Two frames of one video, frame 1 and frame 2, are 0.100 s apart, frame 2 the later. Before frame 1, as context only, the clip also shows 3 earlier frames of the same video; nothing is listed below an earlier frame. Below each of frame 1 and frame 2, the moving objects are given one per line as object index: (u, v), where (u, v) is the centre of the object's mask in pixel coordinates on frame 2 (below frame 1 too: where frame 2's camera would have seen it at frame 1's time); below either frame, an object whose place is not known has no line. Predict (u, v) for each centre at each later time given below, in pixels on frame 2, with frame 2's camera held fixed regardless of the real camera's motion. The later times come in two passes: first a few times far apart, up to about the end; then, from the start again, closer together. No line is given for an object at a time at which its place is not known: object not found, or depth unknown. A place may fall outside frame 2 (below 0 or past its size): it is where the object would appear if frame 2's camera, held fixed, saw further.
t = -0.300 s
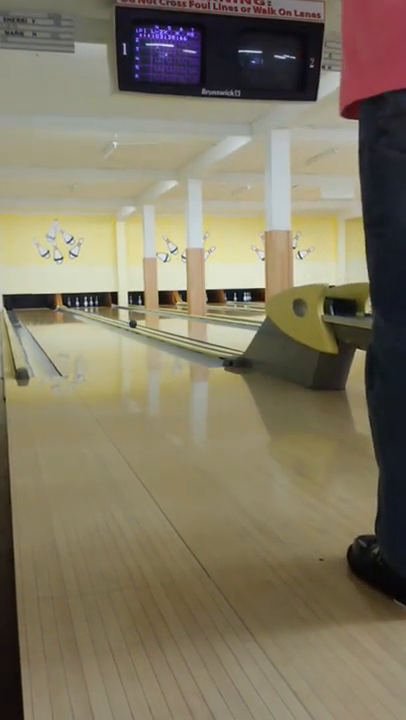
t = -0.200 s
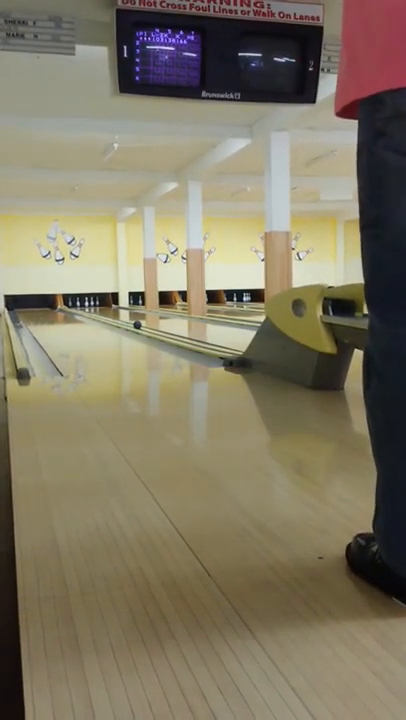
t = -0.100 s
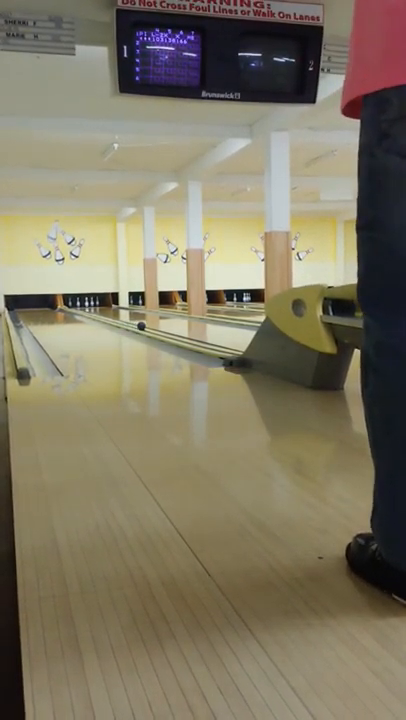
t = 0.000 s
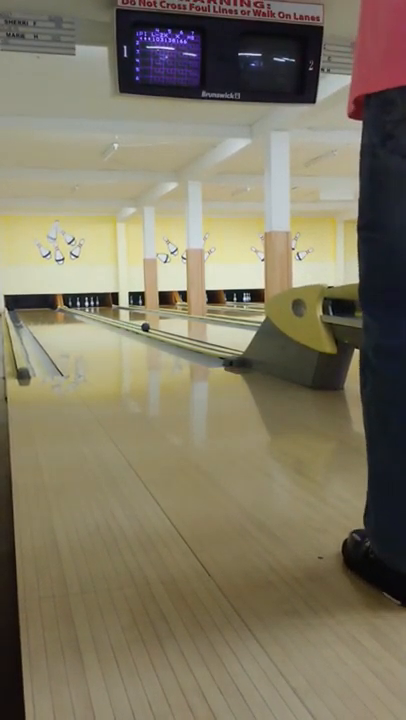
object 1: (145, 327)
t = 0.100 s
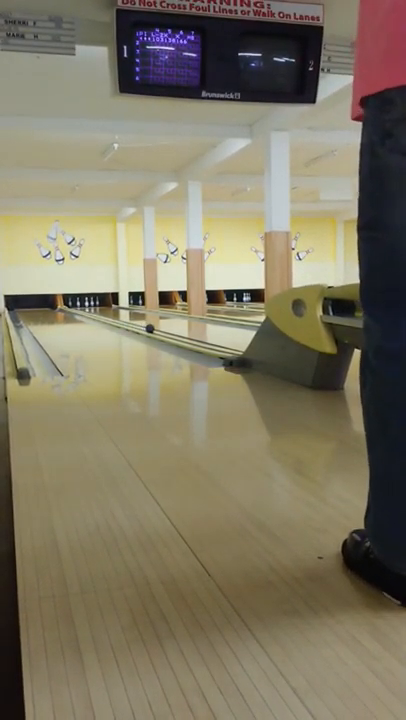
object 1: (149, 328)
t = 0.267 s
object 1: (158, 331)
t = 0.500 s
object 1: (171, 334)
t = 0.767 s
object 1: (189, 338)
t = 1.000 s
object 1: (207, 343)
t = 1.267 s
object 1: (234, 347)
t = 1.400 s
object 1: (245, 345)
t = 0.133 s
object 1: (151, 329)
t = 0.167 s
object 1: (153, 329)
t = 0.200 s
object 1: (155, 329)
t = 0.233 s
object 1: (156, 330)
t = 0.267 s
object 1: (158, 331)
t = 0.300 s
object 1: (160, 331)
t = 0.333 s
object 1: (161, 331)
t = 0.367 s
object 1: (163, 332)
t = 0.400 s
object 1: (165, 332)
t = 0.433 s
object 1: (167, 333)
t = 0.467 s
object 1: (169, 333)
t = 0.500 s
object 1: (171, 334)
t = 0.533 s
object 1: (173, 334)
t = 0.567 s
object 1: (175, 335)
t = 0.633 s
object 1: (179, 336)
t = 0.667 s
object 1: (182, 336)
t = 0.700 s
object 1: (184, 337)
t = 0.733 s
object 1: (186, 338)
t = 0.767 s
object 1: (189, 338)
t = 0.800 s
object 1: (191, 339)
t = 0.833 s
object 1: (194, 339)
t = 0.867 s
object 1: (196, 340)
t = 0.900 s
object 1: (199, 341)
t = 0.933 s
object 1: (202, 341)
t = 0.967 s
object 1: (204, 342)
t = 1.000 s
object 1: (207, 343)
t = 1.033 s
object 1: (210, 343)
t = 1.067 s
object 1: (213, 344)
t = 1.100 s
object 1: (217, 345)
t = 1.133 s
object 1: (220, 345)
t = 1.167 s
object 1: (223, 346)
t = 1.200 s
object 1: (227, 346)
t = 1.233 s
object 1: (230, 347)
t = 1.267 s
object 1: (234, 347)
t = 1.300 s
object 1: (237, 348)
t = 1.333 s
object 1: (240, 347)
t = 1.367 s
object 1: (243, 346)
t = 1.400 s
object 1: (245, 345)
